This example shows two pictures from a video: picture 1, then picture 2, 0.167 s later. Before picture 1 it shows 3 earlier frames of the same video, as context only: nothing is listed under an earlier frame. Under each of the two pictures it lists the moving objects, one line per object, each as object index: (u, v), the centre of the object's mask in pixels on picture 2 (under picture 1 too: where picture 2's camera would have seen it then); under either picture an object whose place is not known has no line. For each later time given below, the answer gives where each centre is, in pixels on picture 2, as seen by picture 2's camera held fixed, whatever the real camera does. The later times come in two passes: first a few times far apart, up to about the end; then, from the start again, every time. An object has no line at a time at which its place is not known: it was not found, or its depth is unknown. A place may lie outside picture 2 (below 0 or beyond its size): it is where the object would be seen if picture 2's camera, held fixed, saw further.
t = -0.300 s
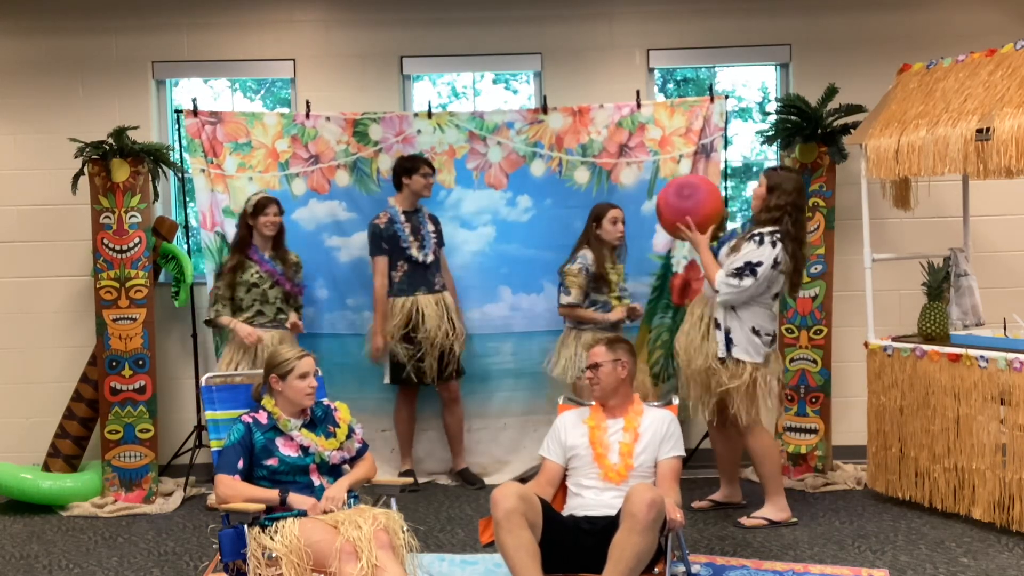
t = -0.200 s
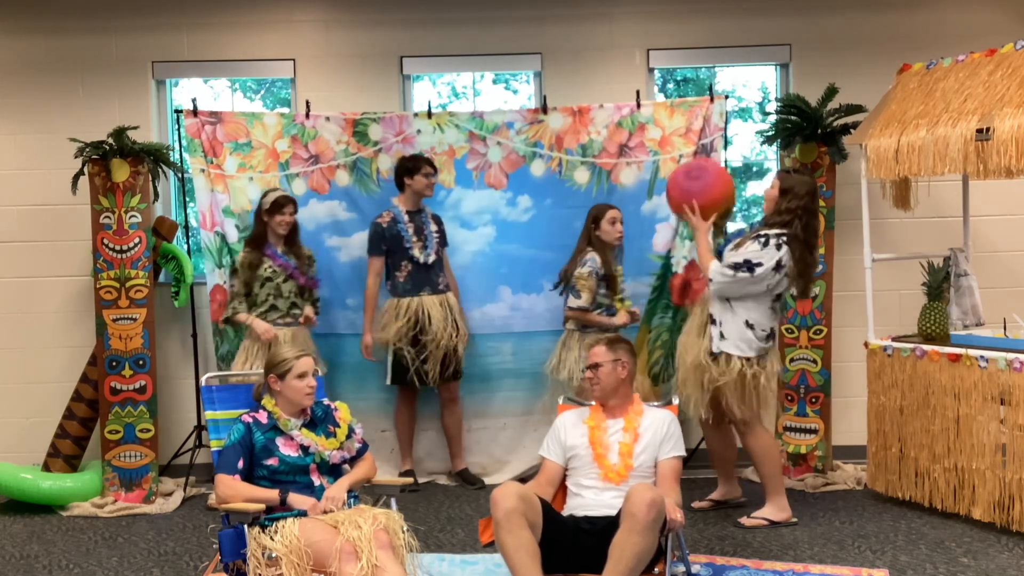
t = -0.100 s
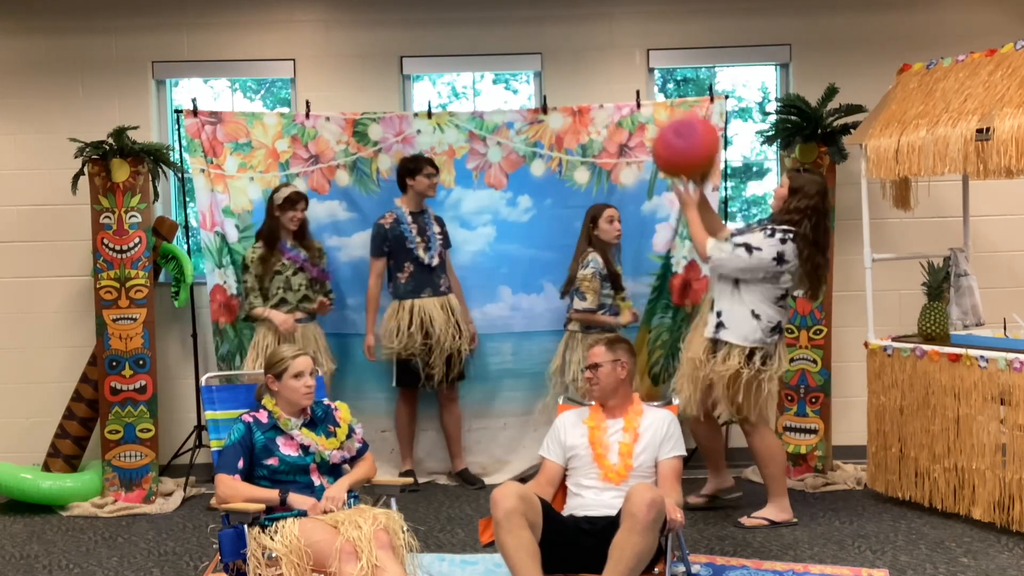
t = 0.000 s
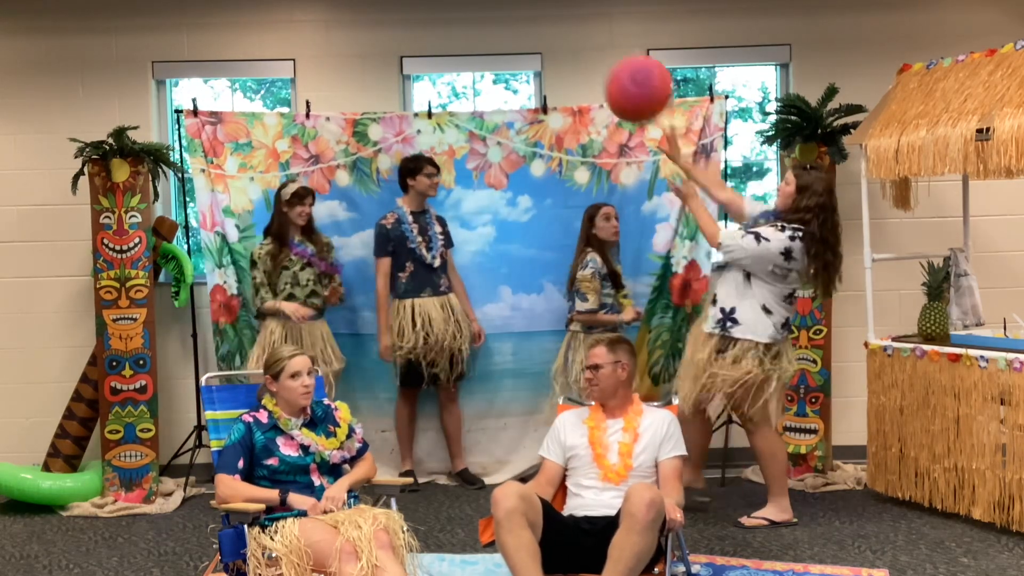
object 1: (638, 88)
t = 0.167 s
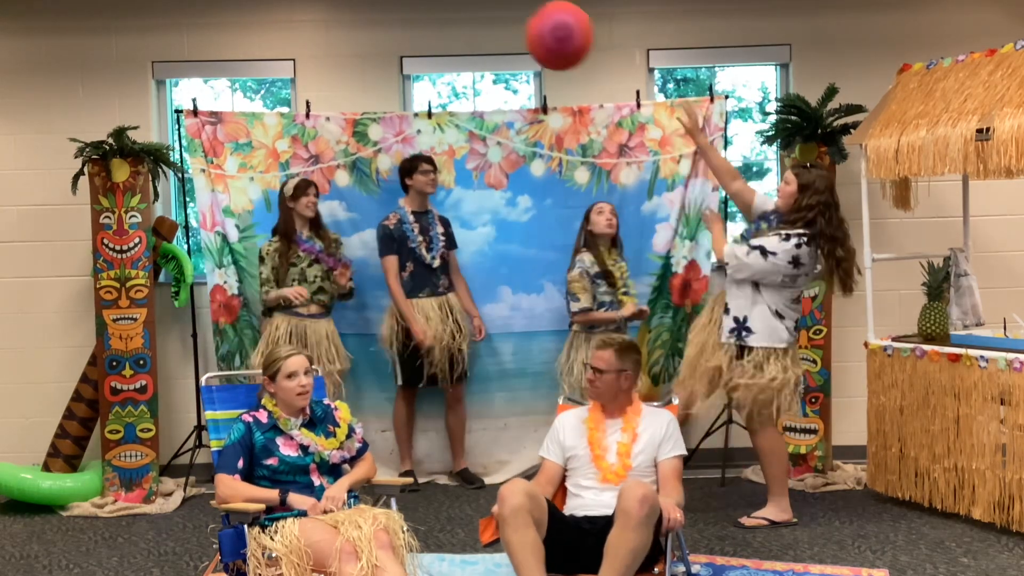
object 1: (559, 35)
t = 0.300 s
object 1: (497, 32)
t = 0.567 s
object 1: (383, 126)
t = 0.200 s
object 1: (544, 32)
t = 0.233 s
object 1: (528, 30)
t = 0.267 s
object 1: (512, 30)
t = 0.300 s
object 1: (497, 32)
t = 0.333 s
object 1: (483, 35)
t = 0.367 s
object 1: (468, 41)
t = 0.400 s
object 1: (453, 50)
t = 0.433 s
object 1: (439, 60)
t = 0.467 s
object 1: (424, 74)
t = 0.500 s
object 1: (410, 89)
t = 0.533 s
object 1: (397, 106)
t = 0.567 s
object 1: (383, 126)
